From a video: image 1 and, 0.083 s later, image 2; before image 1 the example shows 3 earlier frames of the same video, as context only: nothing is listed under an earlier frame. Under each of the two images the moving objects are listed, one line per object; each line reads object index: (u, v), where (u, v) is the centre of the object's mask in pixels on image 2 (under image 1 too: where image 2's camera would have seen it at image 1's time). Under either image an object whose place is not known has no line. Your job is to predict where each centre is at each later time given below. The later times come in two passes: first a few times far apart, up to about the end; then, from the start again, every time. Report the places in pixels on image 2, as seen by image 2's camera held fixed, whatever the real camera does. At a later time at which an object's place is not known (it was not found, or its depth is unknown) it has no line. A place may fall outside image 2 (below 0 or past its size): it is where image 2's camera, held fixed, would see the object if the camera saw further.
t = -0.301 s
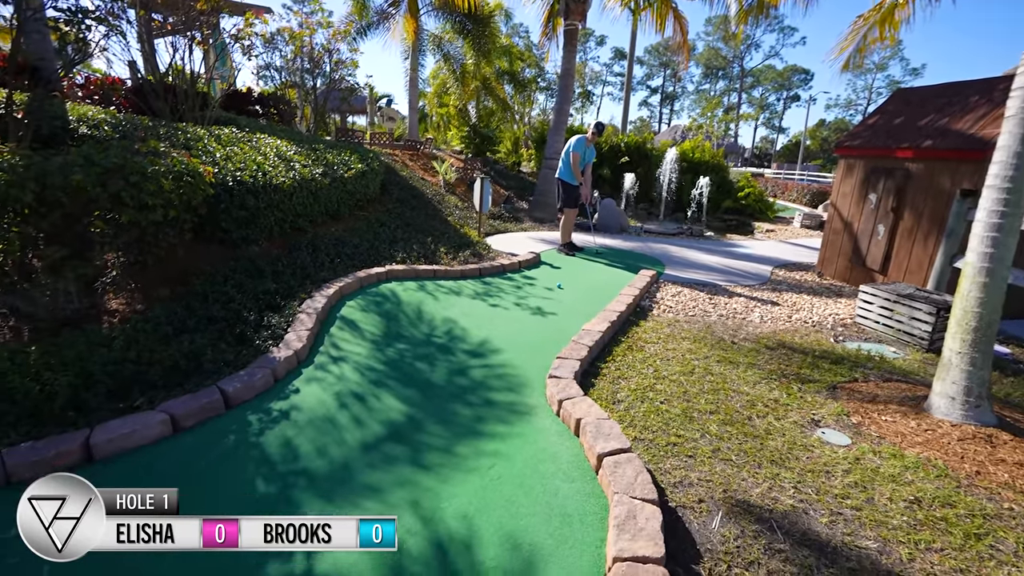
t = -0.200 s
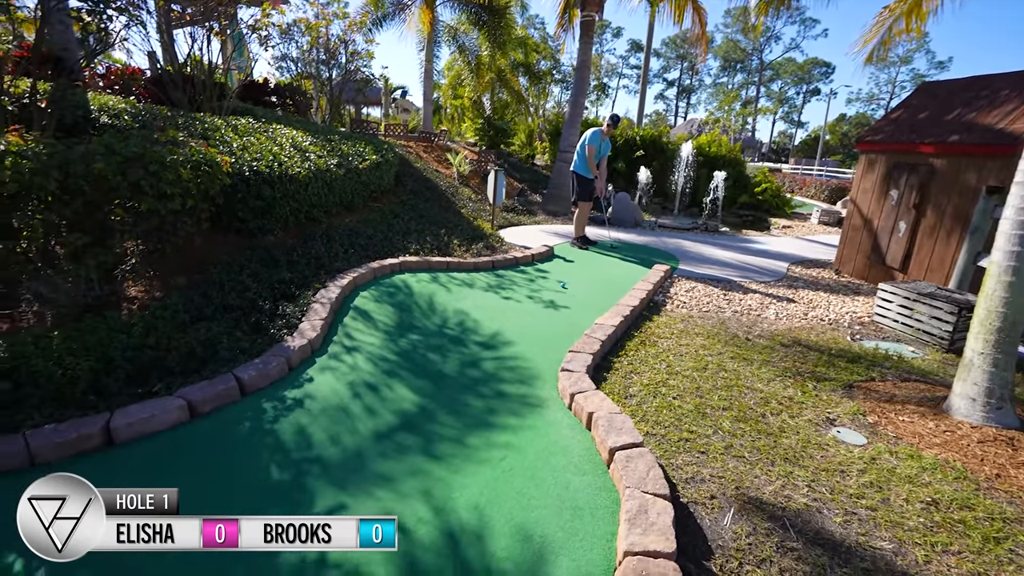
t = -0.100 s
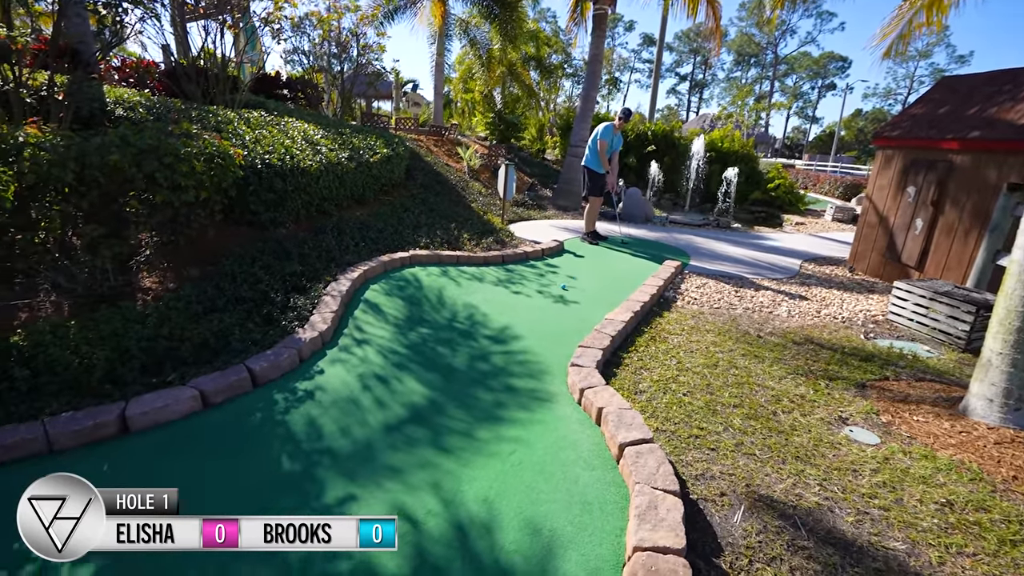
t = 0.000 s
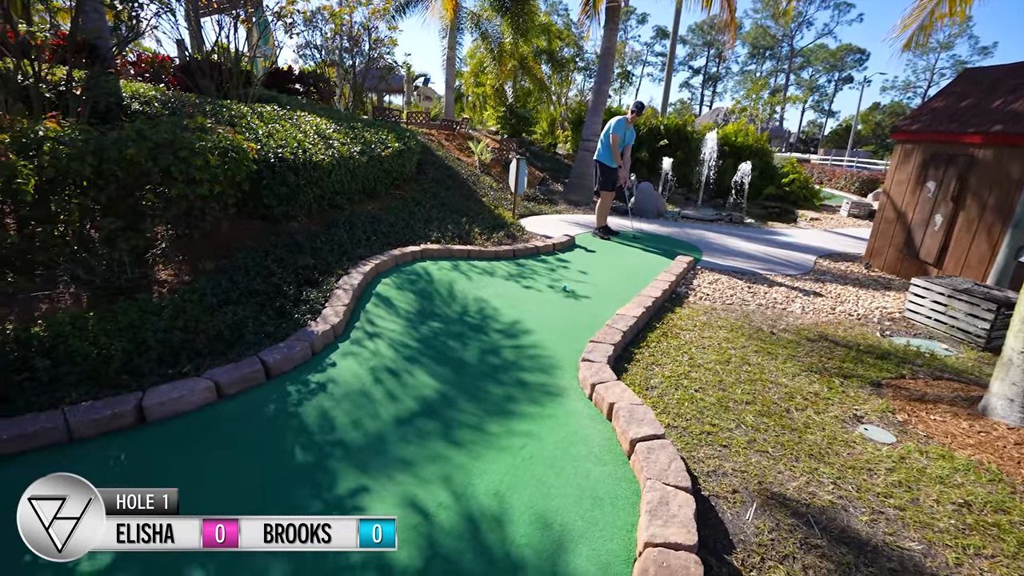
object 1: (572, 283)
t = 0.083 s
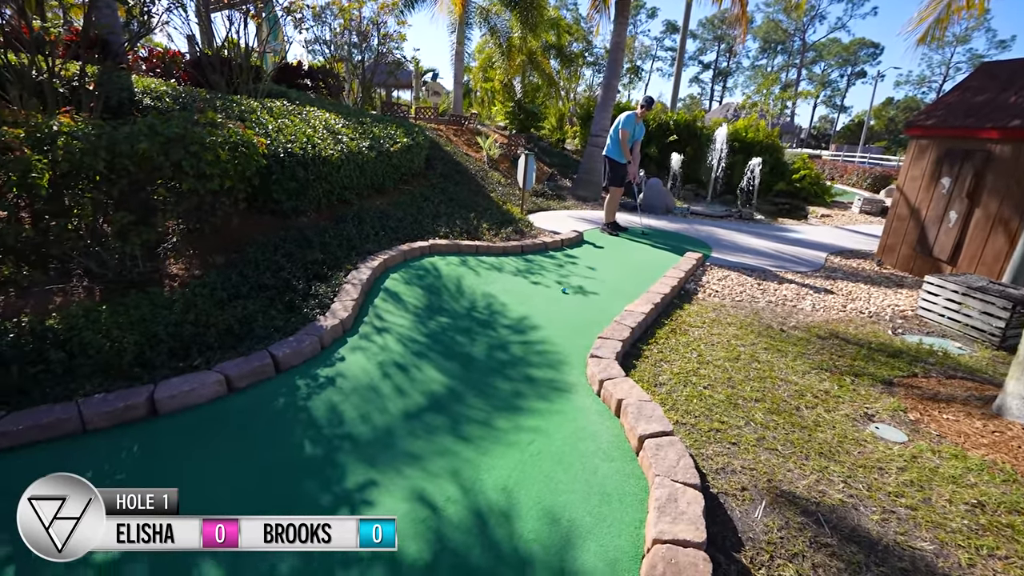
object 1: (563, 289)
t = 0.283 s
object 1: (539, 305)
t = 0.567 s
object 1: (498, 334)
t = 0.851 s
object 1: (445, 371)
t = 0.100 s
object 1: (561, 290)
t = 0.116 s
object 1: (559, 292)
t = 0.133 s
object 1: (557, 293)
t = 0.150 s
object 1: (555, 294)
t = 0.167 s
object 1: (553, 295)
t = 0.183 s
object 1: (551, 296)
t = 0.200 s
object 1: (549, 298)
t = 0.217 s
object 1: (547, 299)
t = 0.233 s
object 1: (545, 300)
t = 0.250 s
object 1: (543, 302)
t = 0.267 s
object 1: (541, 303)
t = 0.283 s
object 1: (539, 305)
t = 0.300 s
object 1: (537, 306)
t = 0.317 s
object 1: (535, 308)
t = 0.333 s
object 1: (532, 309)
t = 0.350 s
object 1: (530, 311)
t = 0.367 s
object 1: (528, 312)
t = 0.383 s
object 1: (526, 314)
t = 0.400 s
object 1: (524, 316)
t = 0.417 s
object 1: (522, 318)
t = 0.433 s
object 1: (519, 319)
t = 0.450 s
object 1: (516, 321)
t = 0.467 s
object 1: (513, 323)
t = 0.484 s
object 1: (511, 324)
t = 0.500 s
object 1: (509, 326)
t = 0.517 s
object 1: (507, 328)
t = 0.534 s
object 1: (505, 331)
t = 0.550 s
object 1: (501, 333)
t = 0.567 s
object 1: (498, 334)
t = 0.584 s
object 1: (496, 336)
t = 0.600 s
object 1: (493, 338)
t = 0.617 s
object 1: (491, 339)
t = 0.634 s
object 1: (488, 342)
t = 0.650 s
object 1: (484, 344)
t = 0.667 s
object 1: (481, 346)
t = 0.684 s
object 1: (478, 349)
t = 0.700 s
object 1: (475, 351)
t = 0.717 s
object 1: (472, 353)
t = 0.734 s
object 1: (469, 355)
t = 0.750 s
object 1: (466, 357)
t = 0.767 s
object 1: (462, 360)
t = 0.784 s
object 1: (458, 362)
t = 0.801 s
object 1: (455, 364)
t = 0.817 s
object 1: (452, 366)
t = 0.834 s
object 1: (448, 368)
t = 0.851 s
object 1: (445, 371)
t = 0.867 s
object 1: (441, 374)
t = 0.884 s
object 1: (438, 376)
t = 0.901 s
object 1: (434, 379)
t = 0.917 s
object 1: (430, 381)
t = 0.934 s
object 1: (427, 385)
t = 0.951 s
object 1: (422, 387)
